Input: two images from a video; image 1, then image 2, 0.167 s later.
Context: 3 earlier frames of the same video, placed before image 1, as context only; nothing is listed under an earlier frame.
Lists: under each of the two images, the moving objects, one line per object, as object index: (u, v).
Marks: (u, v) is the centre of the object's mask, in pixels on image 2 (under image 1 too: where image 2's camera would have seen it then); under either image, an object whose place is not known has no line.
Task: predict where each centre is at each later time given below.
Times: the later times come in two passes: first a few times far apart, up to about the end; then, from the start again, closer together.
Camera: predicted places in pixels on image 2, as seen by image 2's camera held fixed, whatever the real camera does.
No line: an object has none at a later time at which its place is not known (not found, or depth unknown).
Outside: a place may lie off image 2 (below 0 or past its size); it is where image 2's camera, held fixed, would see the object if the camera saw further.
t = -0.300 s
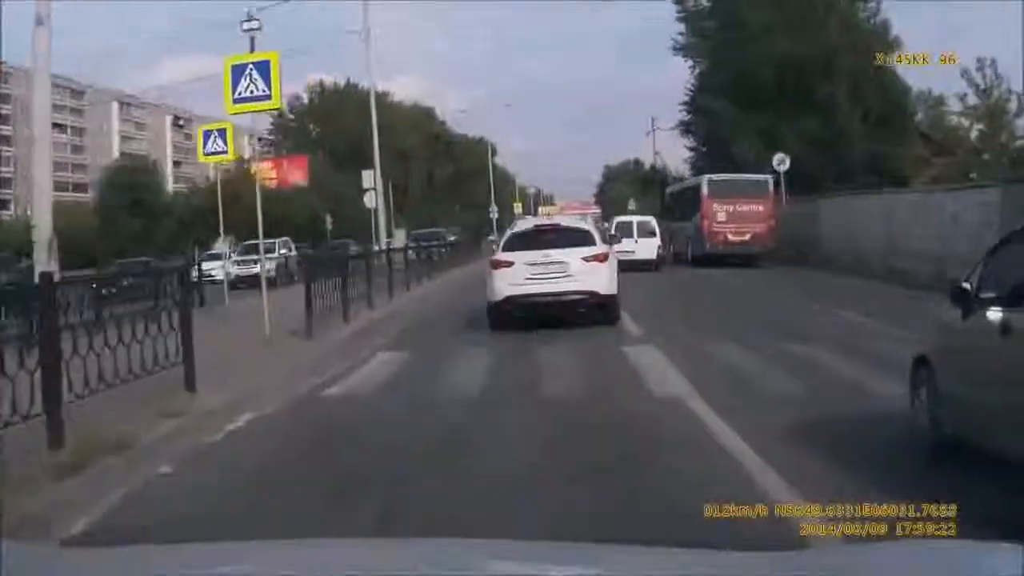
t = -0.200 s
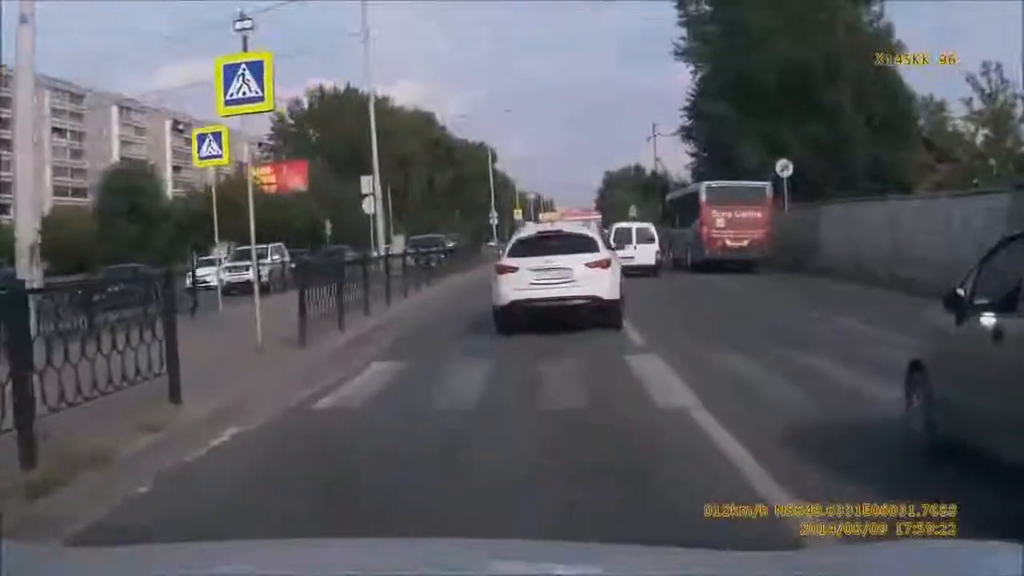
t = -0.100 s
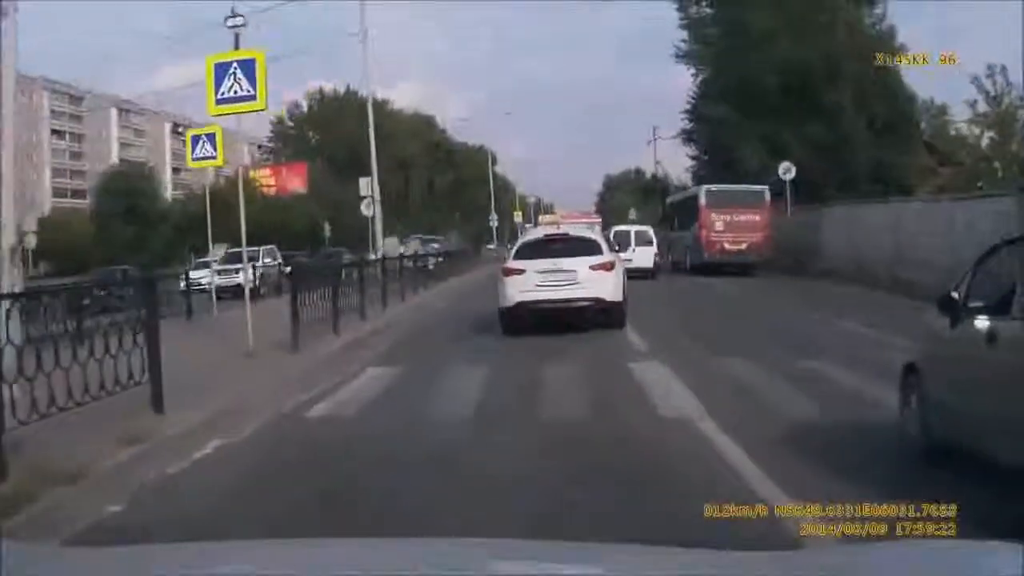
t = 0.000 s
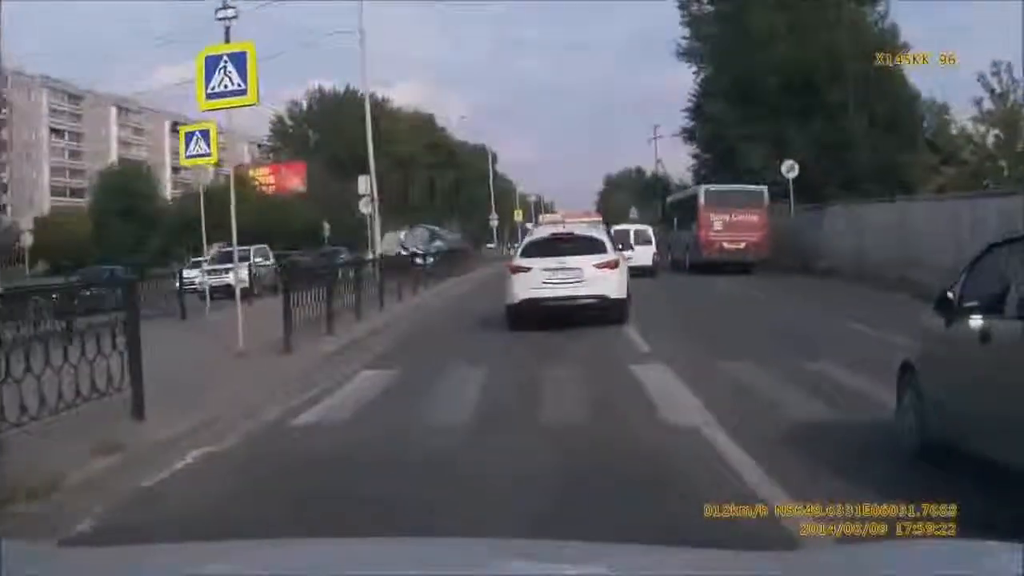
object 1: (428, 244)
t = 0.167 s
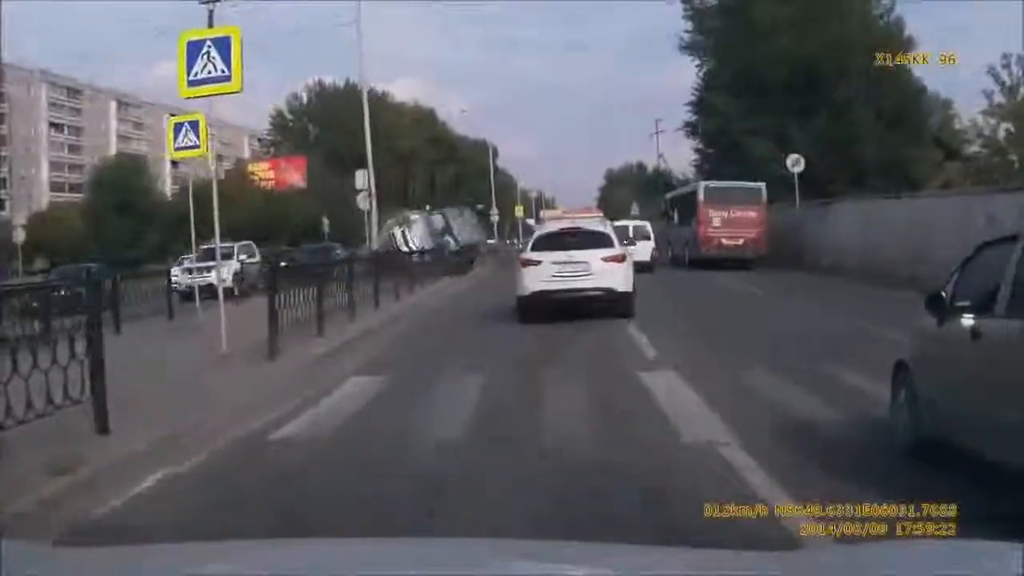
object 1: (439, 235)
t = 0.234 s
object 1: (446, 235)
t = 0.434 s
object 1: (474, 232)
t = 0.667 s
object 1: (479, 244)
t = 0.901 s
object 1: (480, 252)
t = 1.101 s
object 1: (486, 255)
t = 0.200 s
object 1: (442, 234)
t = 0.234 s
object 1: (446, 235)
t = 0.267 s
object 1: (449, 234)
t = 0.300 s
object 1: (455, 234)
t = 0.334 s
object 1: (462, 233)
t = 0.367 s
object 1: (463, 232)
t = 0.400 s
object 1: (468, 233)
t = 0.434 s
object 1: (474, 232)
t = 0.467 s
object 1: (477, 232)
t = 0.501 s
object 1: (479, 233)
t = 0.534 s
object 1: (481, 234)
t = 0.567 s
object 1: (481, 238)
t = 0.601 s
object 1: (477, 239)
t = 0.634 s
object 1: (479, 241)
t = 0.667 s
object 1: (479, 244)
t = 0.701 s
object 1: (480, 244)
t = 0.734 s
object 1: (480, 245)
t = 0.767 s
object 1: (481, 247)
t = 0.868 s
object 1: (479, 252)
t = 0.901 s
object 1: (480, 252)
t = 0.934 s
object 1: (483, 250)
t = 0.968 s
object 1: (484, 250)
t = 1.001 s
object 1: (484, 252)
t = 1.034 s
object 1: (487, 252)
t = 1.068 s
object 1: (487, 253)
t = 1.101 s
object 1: (486, 255)
